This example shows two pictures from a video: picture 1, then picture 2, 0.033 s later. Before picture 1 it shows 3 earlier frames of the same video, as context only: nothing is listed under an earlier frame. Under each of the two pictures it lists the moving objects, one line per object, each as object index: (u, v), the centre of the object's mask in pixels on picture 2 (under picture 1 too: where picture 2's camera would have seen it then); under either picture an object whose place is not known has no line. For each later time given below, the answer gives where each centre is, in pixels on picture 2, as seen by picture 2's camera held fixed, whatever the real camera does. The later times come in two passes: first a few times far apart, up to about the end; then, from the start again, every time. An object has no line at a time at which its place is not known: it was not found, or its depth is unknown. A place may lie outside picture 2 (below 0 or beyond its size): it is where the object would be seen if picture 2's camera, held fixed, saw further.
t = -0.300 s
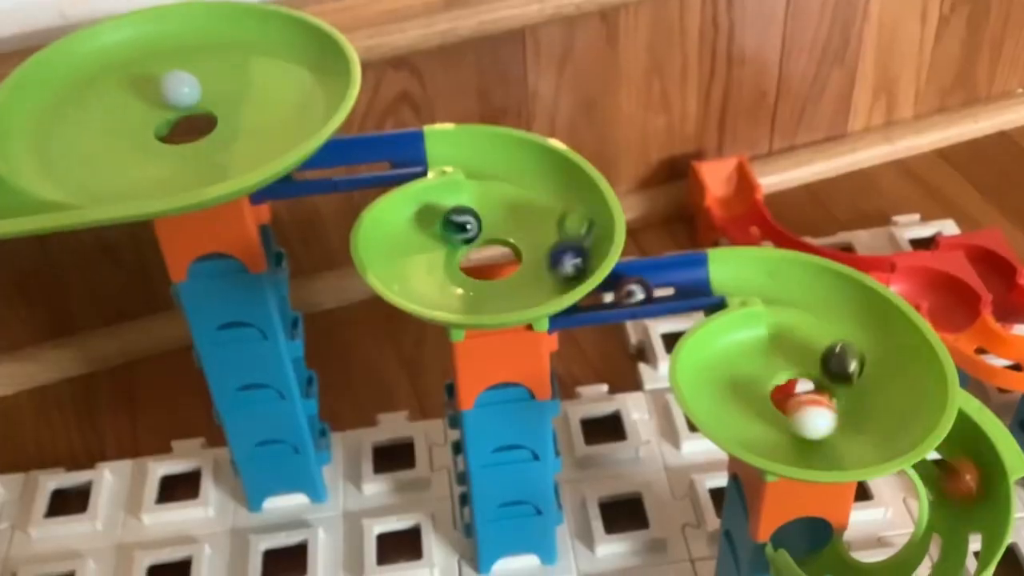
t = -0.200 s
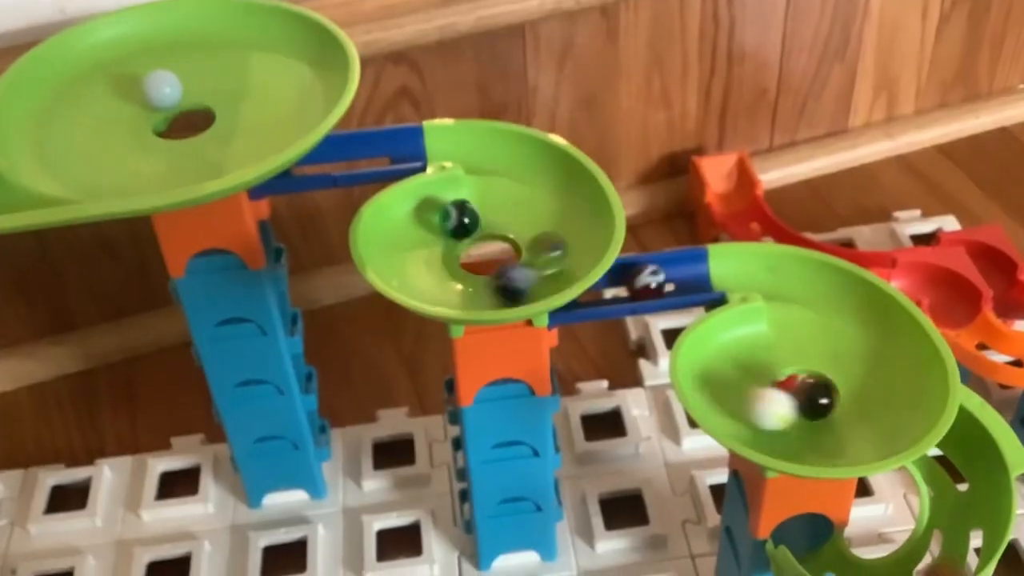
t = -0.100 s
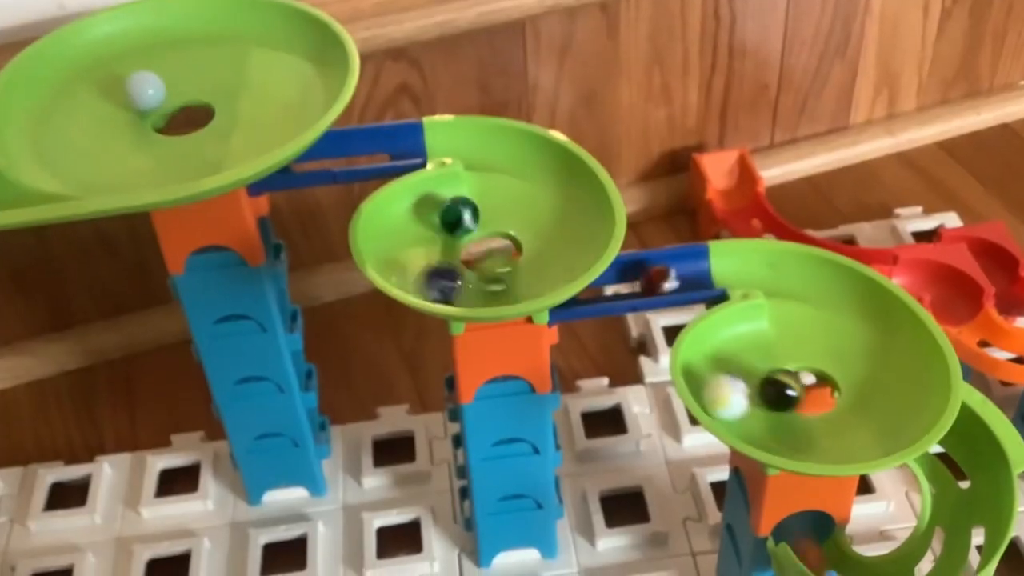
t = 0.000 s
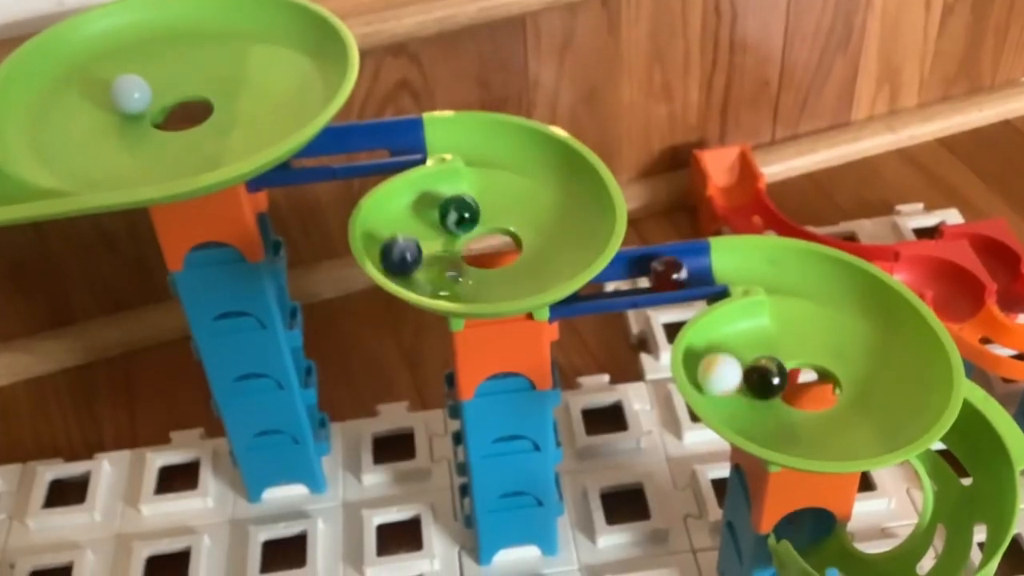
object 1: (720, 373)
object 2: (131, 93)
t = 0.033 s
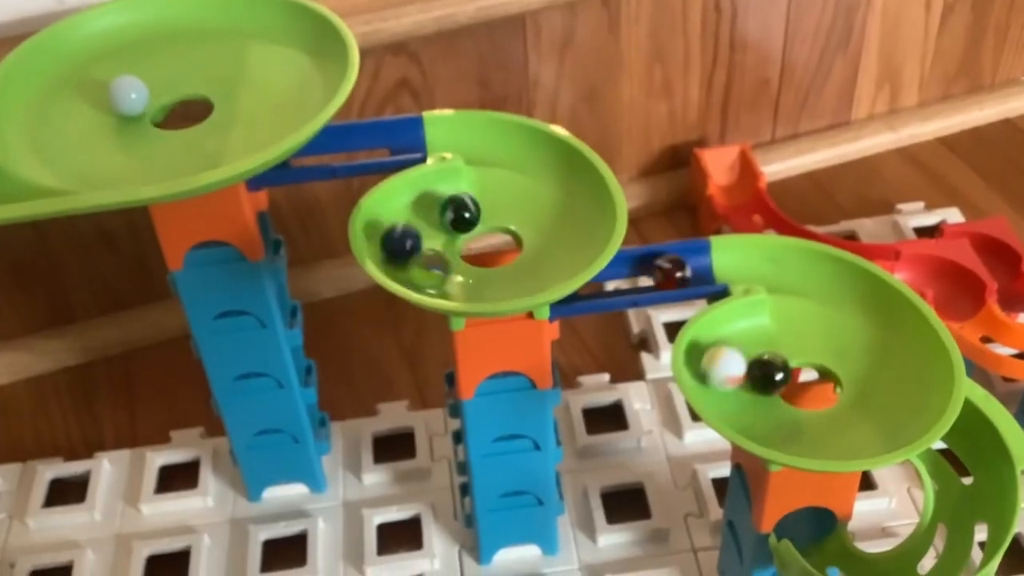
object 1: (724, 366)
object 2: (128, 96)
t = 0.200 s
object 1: (775, 343)
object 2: (131, 104)
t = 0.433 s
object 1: (866, 336)
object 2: (164, 109)
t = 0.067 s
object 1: (730, 361)
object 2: (126, 98)
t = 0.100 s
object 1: (737, 357)
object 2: (126, 100)
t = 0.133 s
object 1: (748, 353)
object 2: (126, 102)
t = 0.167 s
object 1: (761, 348)
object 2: (128, 103)
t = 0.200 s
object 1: (775, 343)
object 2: (131, 104)
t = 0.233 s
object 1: (790, 338)
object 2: (135, 105)
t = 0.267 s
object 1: (802, 336)
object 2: (139, 106)
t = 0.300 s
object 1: (817, 333)
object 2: (143, 107)
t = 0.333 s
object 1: (830, 330)
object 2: (147, 108)
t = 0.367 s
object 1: (846, 329)
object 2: (152, 109)
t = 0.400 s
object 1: (857, 331)
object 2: (157, 109)
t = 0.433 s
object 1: (866, 336)
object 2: (164, 109)
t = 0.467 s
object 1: (874, 341)
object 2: (173, 109)
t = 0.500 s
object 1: (880, 348)
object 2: (185, 110)
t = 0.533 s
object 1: (887, 354)
